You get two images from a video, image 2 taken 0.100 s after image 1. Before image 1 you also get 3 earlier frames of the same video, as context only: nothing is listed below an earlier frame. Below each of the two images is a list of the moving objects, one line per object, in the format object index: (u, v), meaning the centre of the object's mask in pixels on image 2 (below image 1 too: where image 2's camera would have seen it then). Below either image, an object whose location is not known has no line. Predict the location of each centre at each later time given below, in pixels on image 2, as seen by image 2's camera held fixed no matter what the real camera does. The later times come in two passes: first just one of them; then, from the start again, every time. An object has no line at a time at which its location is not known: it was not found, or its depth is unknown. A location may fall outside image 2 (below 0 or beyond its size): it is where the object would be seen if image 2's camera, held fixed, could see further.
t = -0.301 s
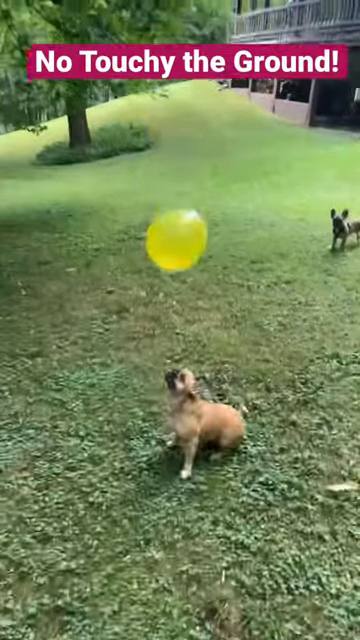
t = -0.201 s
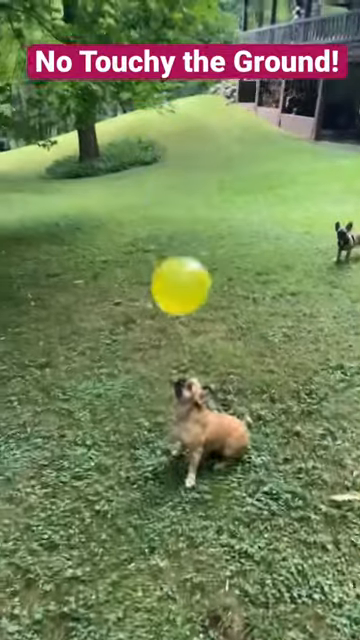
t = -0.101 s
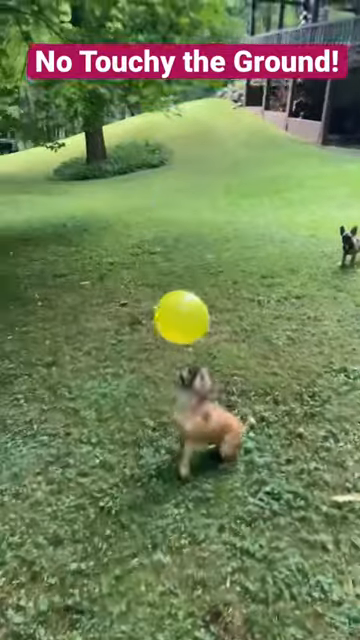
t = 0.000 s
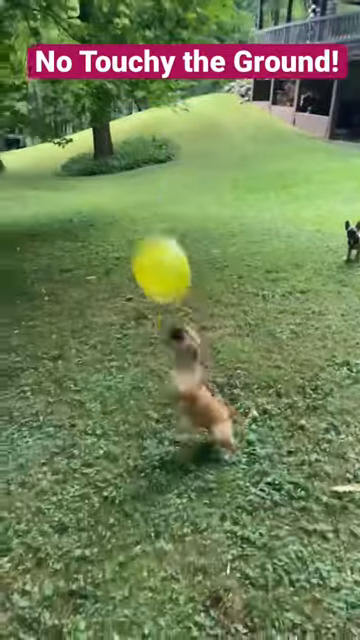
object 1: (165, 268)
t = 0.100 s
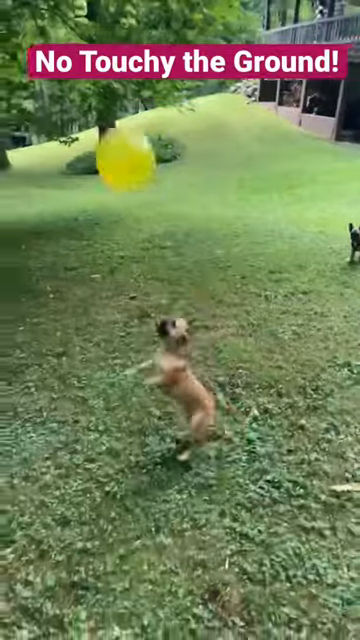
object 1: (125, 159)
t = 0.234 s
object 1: (91, 86)
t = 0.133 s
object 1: (117, 135)
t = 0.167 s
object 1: (107, 115)
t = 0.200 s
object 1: (99, 98)
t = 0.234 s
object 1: (91, 86)
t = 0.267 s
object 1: (88, 77)
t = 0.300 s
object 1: (85, 70)
